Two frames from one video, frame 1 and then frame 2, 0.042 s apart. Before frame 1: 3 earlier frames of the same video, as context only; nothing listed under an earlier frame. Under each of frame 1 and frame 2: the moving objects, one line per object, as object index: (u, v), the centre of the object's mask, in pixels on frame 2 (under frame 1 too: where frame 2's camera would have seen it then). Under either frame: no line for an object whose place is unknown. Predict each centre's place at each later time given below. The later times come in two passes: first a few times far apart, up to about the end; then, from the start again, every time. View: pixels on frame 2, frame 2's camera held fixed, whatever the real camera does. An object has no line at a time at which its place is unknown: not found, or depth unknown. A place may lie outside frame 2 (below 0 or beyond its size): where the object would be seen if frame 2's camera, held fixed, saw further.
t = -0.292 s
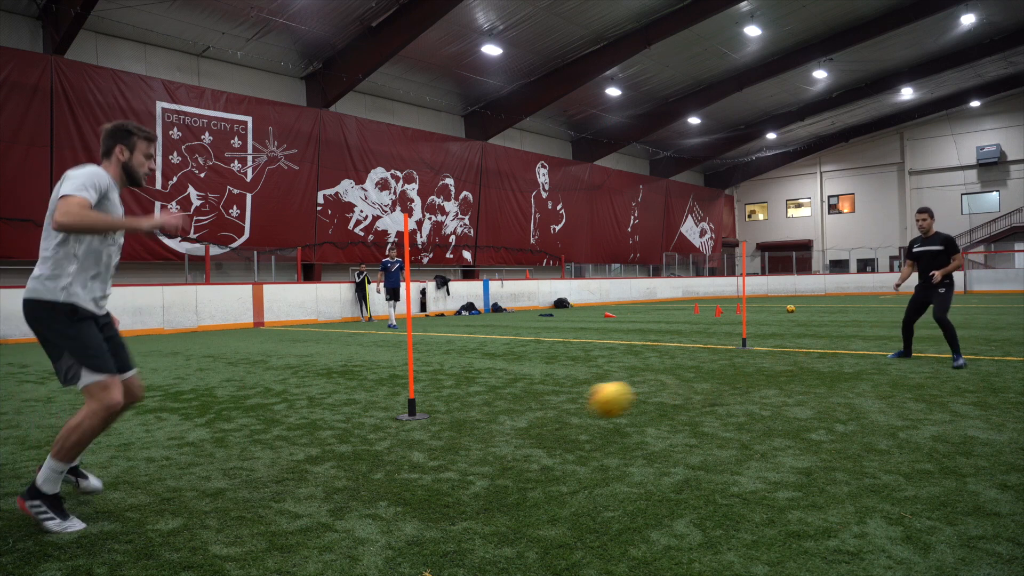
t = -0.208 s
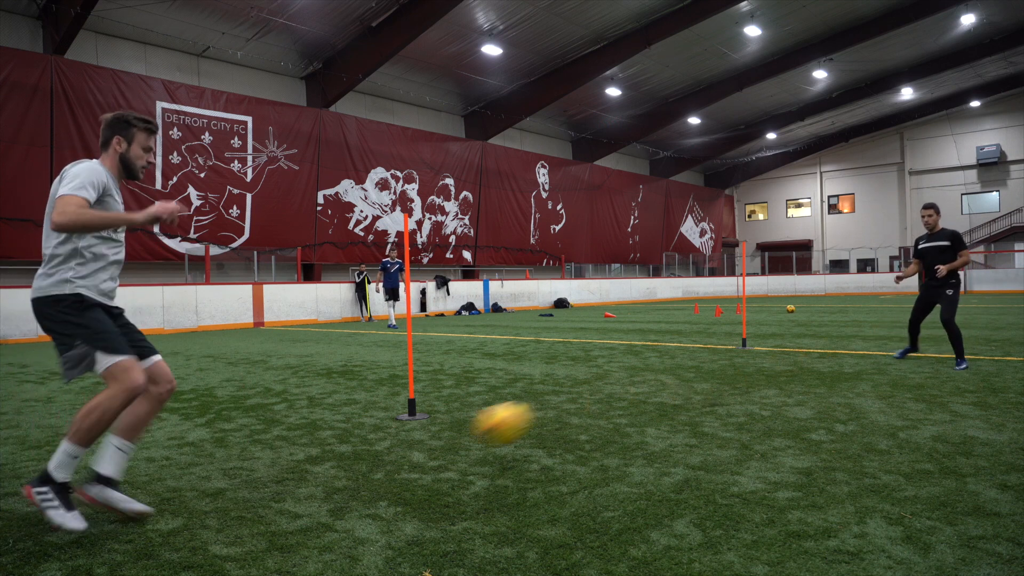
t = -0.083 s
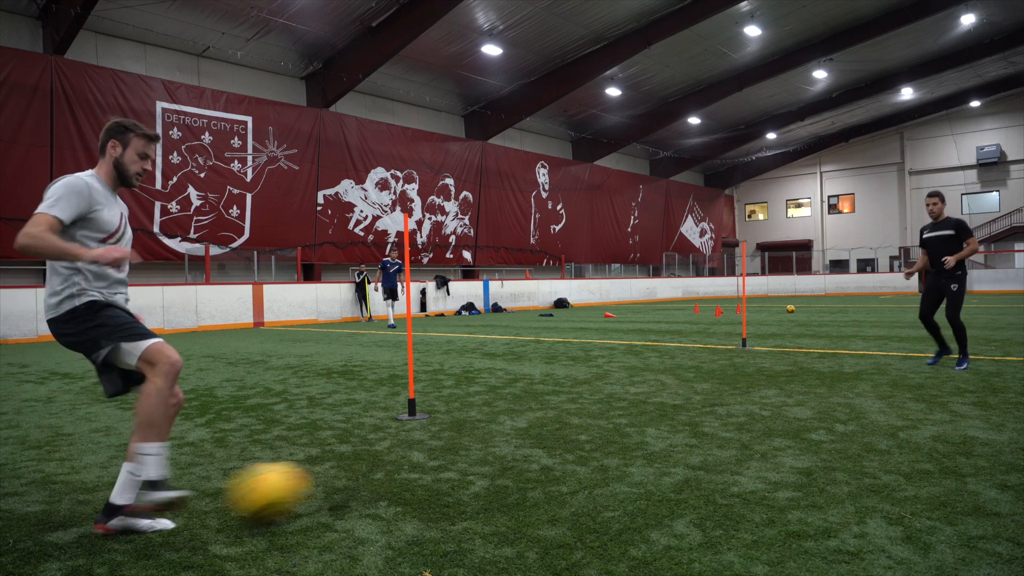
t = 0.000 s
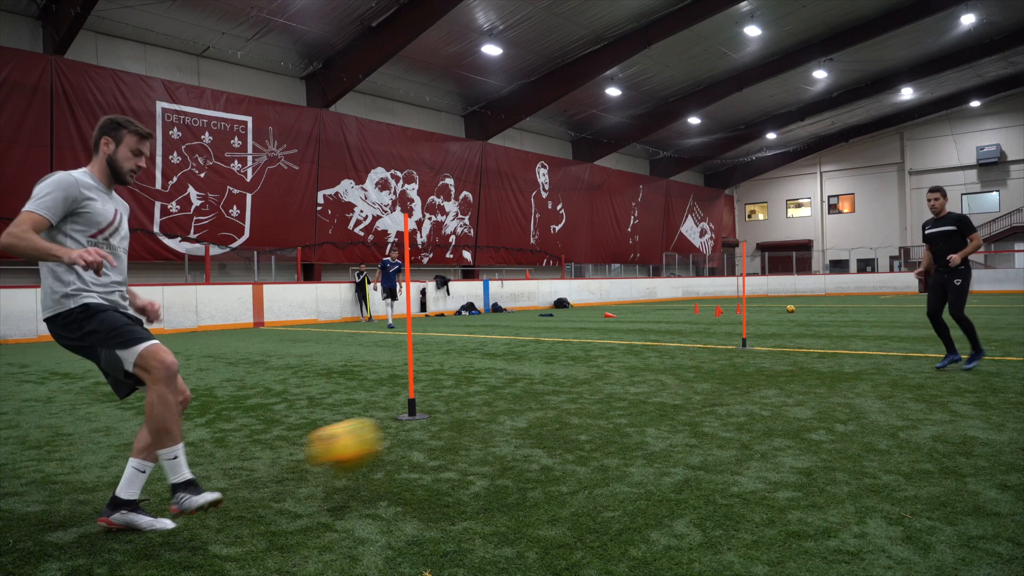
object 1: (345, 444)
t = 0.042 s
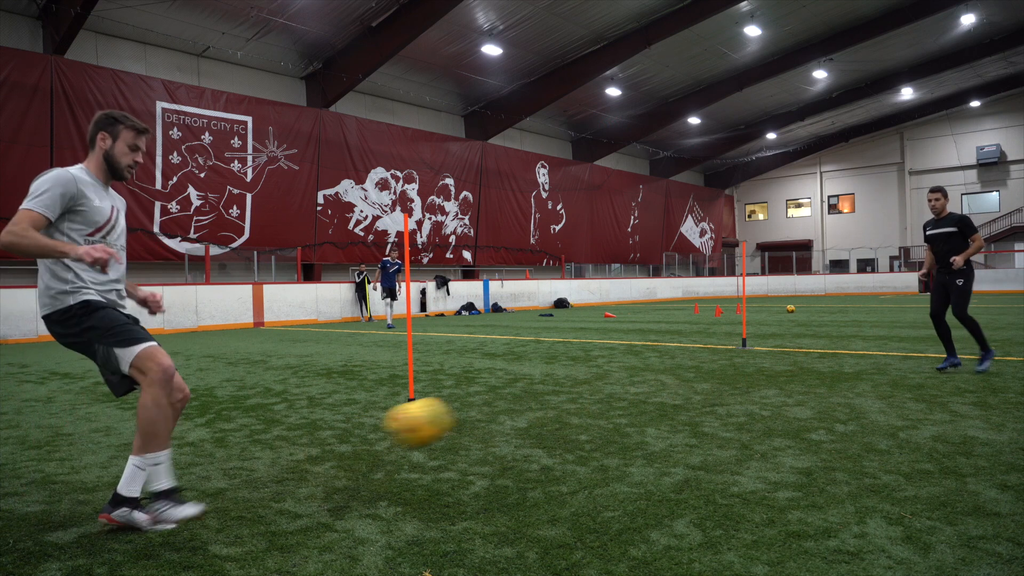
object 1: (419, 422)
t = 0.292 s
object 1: (698, 381)
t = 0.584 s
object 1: (832, 355)
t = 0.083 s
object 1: (482, 405)
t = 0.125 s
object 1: (538, 393)
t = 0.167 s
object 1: (586, 386)
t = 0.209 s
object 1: (628, 382)
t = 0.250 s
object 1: (665, 380)
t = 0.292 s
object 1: (698, 381)
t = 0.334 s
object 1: (728, 385)
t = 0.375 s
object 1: (755, 390)
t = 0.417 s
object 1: (773, 378)
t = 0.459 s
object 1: (789, 369)
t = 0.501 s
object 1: (804, 362)
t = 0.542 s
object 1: (819, 357)
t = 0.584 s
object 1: (832, 355)
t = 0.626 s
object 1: (844, 354)
